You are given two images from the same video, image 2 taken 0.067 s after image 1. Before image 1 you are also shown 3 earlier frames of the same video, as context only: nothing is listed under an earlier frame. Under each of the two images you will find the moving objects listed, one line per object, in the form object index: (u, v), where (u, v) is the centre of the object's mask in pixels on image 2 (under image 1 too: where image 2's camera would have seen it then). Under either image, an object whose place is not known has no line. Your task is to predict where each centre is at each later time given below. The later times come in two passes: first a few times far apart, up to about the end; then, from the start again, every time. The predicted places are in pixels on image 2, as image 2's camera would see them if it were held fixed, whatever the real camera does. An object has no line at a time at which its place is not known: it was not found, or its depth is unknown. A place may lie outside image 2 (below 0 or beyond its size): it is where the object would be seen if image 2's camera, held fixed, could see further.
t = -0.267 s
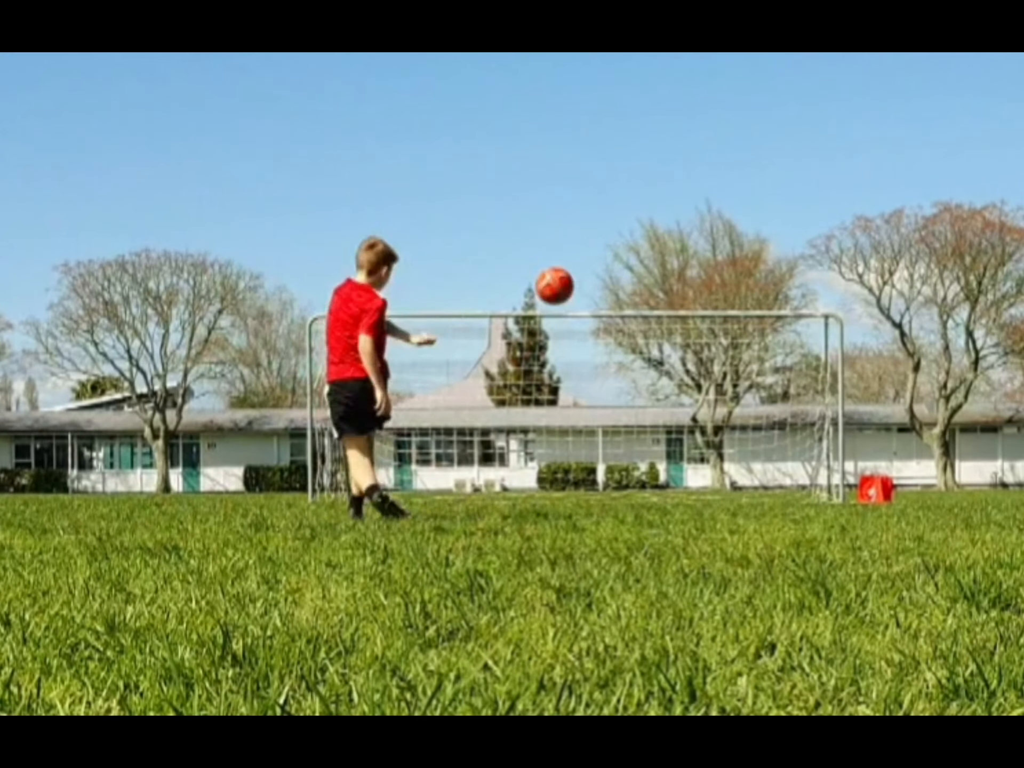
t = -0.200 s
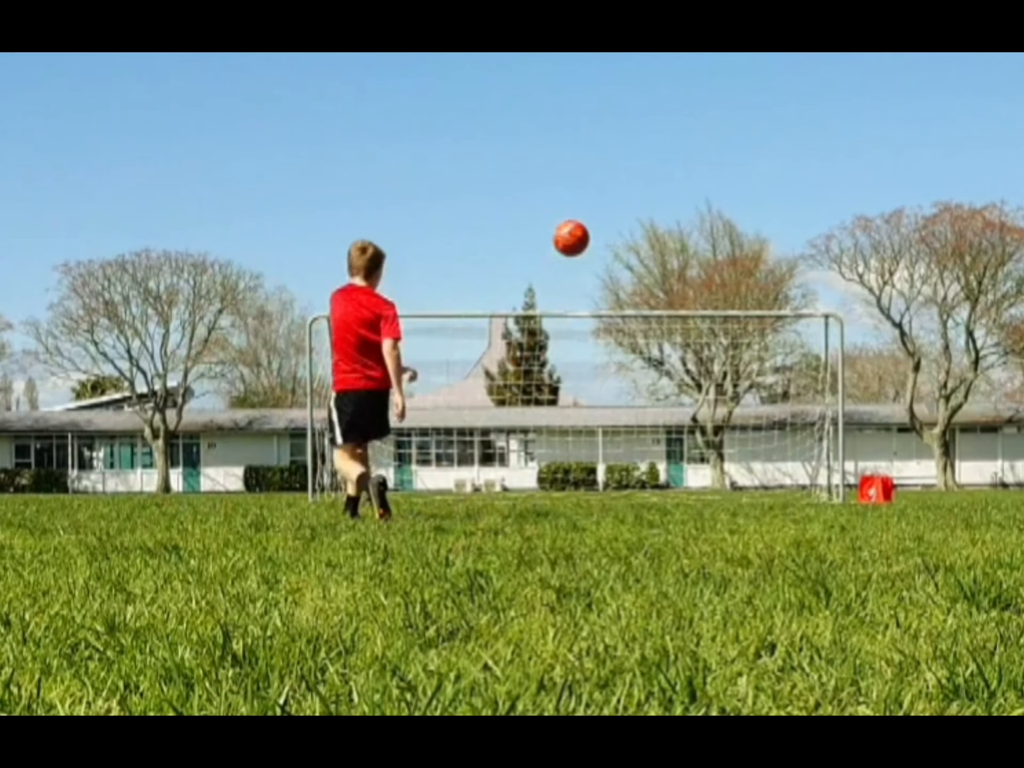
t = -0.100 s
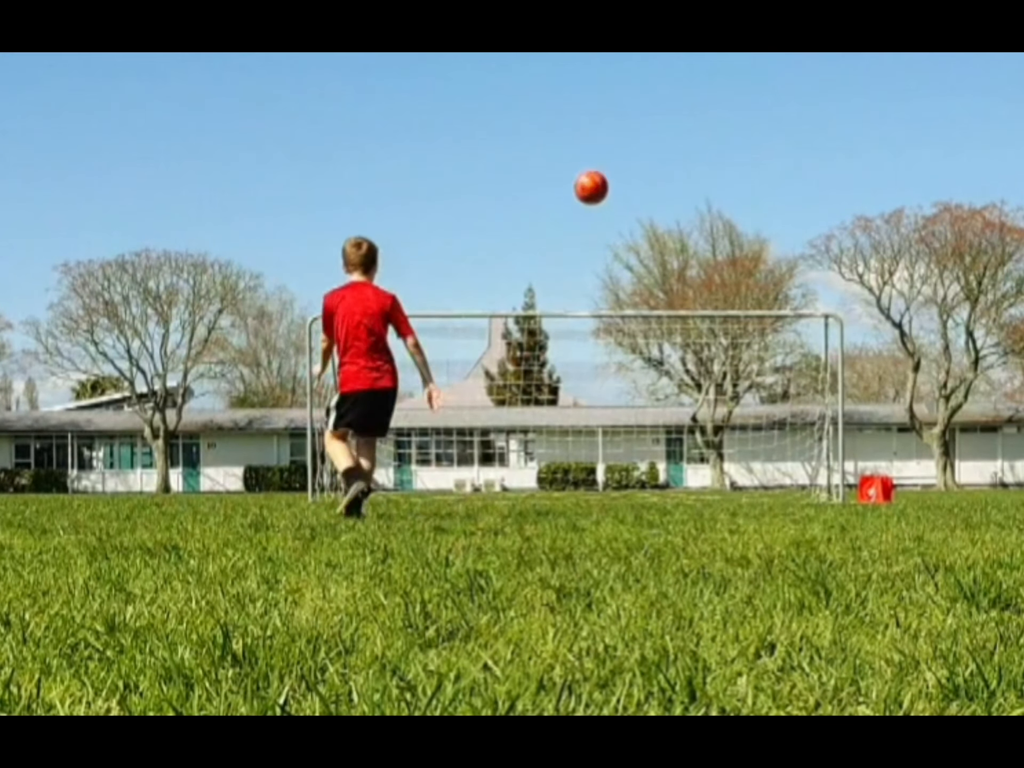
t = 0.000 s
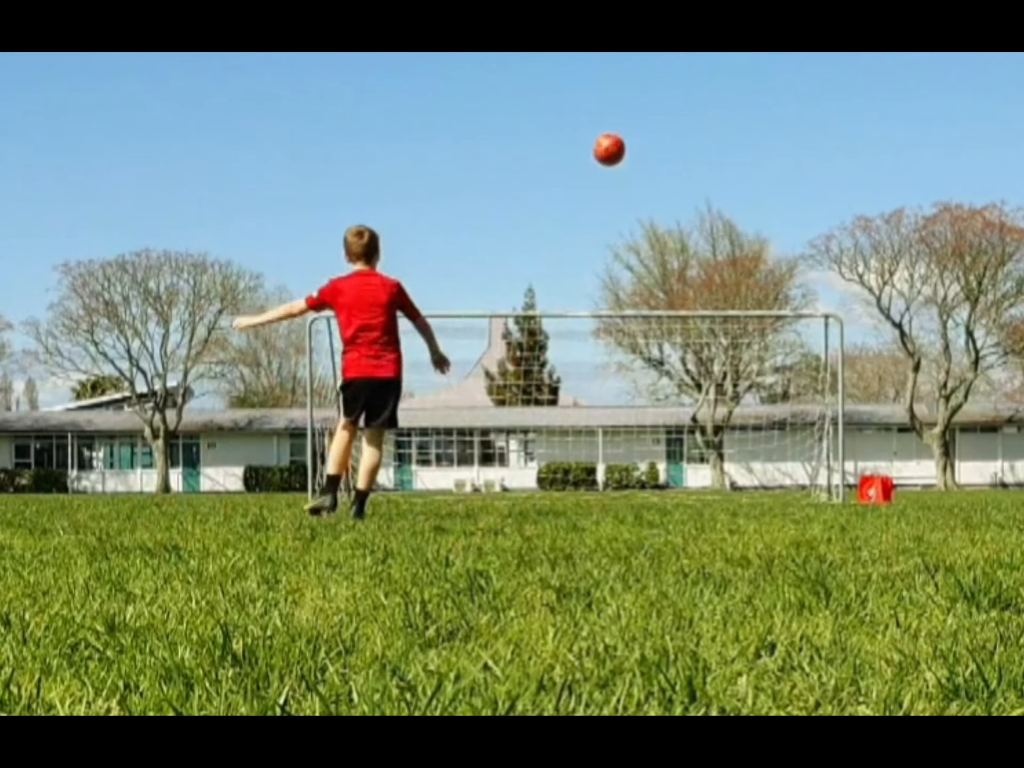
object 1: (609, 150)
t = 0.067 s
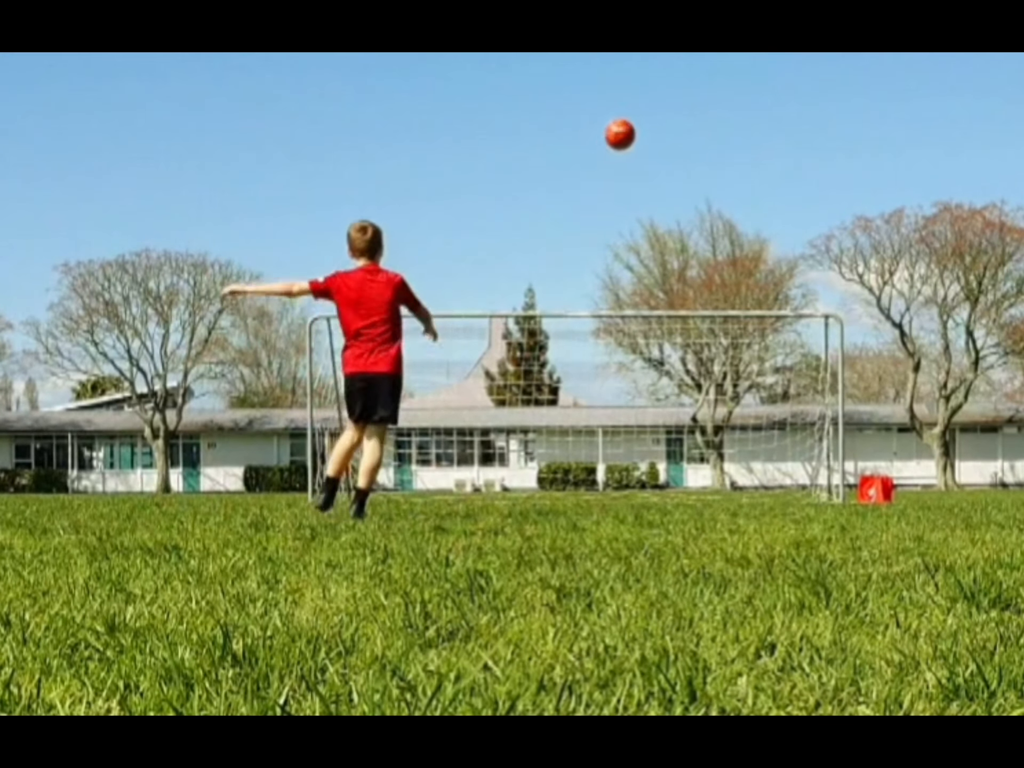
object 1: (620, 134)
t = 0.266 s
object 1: (647, 117)
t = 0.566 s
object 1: (680, 157)
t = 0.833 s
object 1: (703, 245)
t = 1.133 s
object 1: (715, 380)
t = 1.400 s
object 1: (707, 493)
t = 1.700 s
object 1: (707, 444)
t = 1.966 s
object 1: (707, 489)
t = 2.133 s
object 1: (709, 488)
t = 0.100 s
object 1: (625, 129)
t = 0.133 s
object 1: (629, 122)
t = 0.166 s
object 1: (634, 119)
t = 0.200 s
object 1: (639, 116)
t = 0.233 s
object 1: (643, 116)
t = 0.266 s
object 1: (647, 117)
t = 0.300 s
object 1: (651, 117)
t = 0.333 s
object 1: (656, 119)
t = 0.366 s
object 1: (660, 121)
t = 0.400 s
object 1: (663, 125)
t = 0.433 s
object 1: (667, 131)
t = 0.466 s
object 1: (670, 137)
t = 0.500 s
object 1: (674, 143)
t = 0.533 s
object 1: (677, 149)
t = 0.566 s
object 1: (680, 157)
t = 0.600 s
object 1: (684, 167)
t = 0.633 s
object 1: (686, 176)
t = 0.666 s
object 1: (689, 186)
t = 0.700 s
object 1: (692, 196)
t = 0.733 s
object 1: (695, 207)
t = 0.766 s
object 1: (697, 219)
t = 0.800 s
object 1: (700, 232)
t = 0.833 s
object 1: (703, 245)
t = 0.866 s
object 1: (705, 259)
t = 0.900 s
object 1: (707, 272)
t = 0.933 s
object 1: (709, 286)
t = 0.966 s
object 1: (711, 300)
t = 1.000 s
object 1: (713, 317)
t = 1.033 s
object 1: (715, 333)
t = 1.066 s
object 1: (715, 351)
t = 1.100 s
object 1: (715, 366)
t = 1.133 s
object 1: (715, 380)
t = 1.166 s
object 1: (715, 395)
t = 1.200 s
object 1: (714, 408)
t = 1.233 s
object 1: (714, 422)
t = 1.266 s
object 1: (712, 438)
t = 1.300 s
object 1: (711, 452)
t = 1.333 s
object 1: (709, 467)
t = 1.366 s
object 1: (708, 484)
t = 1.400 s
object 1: (707, 493)
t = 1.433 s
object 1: (707, 481)
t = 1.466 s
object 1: (707, 470)
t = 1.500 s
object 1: (707, 461)
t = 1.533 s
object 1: (706, 454)
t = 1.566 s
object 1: (706, 450)
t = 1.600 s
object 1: (707, 446)
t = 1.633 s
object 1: (707, 445)
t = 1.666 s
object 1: (707, 445)
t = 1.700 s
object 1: (707, 444)
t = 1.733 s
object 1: (707, 445)
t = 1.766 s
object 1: (707, 450)
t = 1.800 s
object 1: (707, 454)
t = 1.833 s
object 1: (707, 458)
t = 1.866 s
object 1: (707, 463)
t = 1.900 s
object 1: (707, 470)
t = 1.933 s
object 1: (707, 479)
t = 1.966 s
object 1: (707, 489)
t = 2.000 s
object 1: (707, 496)
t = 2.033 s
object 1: (708, 496)
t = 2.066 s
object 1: (708, 492)
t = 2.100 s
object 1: (709, 490)
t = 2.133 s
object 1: (709, 488)
